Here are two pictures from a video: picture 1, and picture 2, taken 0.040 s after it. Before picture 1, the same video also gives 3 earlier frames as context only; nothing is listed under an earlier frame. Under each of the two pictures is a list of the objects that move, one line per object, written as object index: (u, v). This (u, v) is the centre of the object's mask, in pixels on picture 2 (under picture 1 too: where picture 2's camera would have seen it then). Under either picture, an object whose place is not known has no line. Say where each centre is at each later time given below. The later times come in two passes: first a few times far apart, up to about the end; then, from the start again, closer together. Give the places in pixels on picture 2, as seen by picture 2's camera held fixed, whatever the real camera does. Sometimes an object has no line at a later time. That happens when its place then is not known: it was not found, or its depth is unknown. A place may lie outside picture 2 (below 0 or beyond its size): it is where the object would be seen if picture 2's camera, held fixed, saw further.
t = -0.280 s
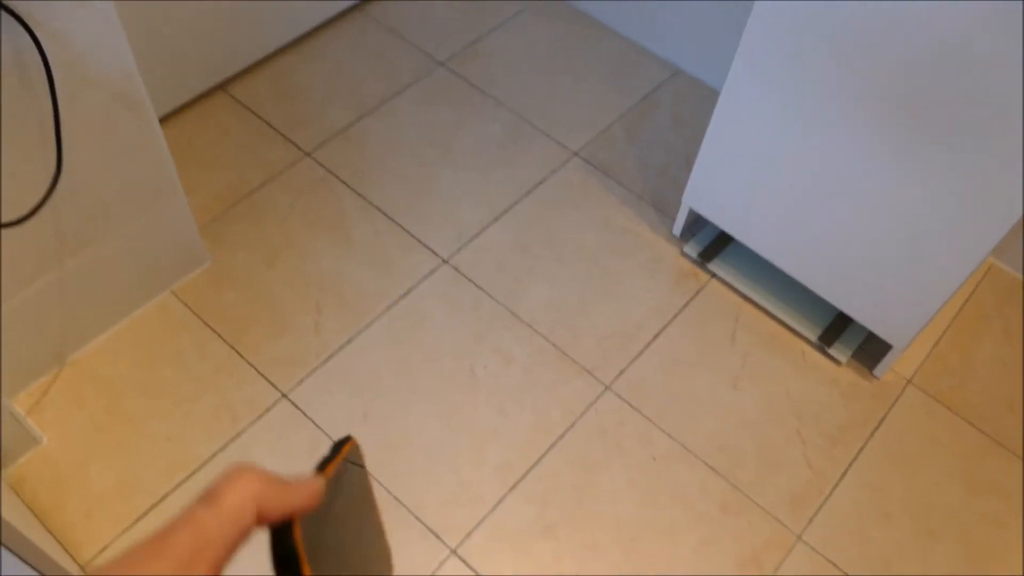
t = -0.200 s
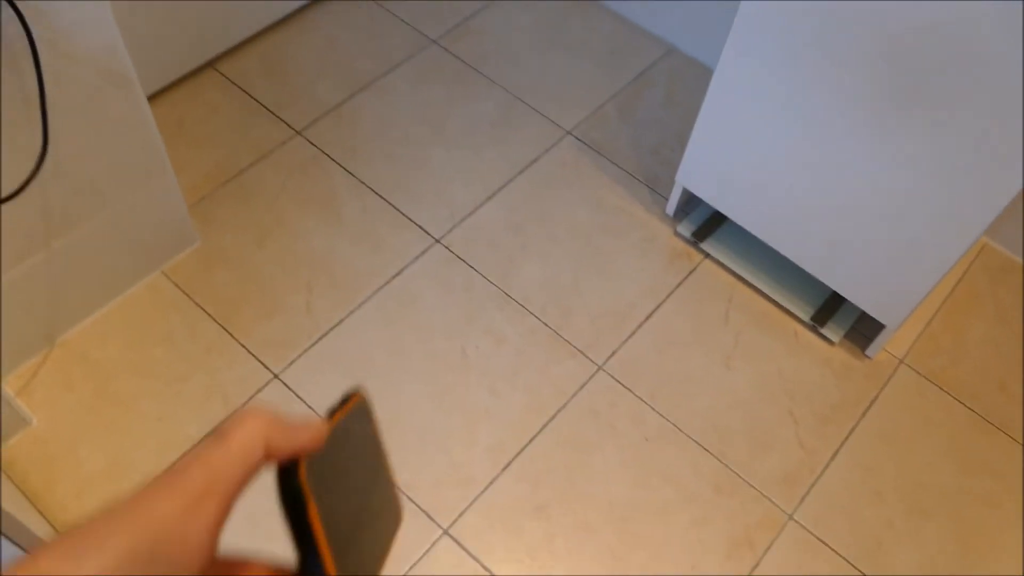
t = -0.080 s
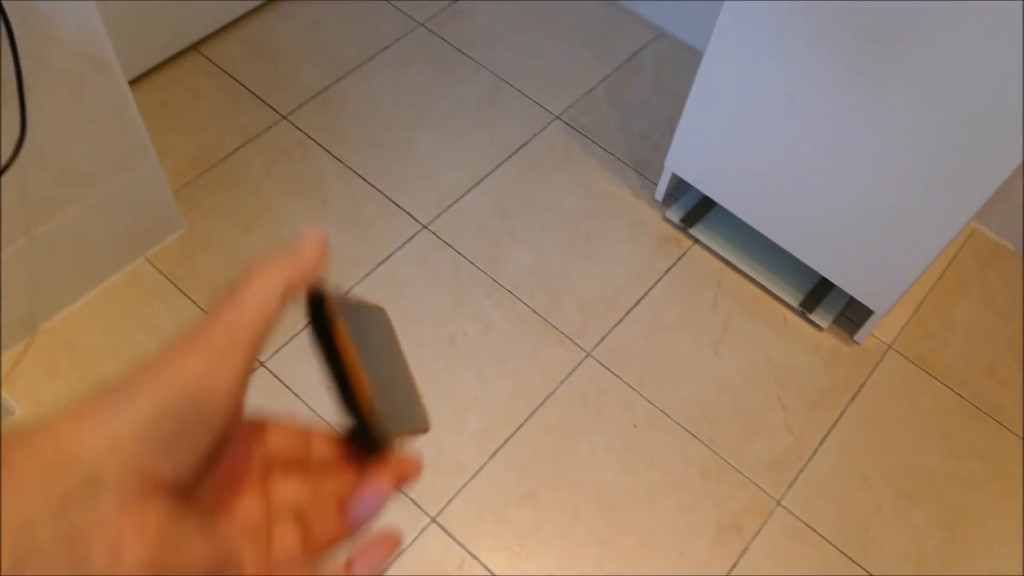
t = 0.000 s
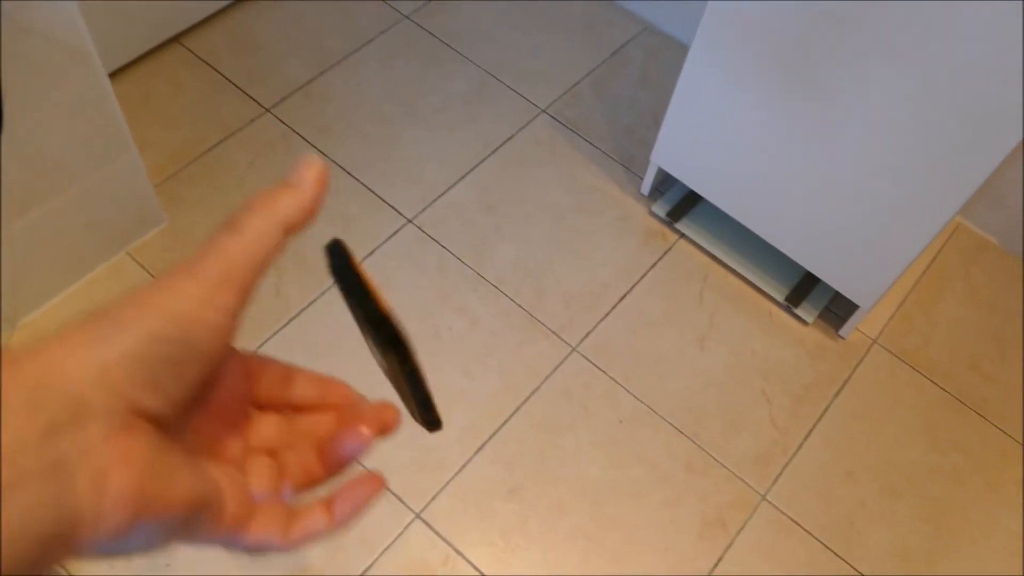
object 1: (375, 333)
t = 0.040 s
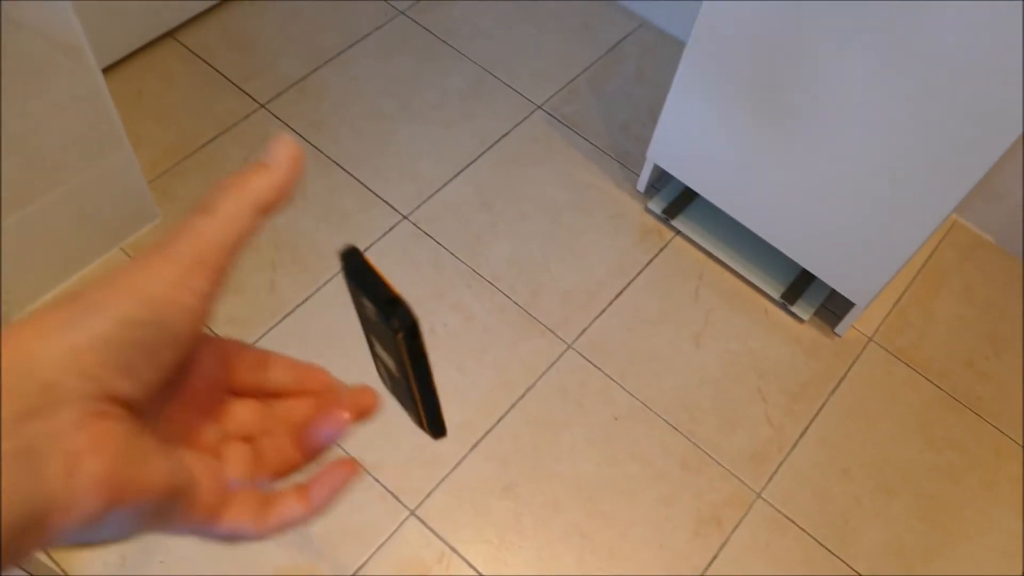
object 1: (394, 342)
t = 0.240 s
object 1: (431, 459)
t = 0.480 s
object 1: (563, 271)
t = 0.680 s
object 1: (624, 221)
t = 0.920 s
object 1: (621, 225)
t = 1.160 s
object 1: (621, 225)
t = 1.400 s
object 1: (621, 225)
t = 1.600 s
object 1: (621, 225)
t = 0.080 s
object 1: (406, 360)
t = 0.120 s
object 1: (417, 384)
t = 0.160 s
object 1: (423, 409)
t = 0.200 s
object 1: (428, 434)
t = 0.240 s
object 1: (431, 459)
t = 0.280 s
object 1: (447, 444)
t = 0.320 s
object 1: (469, 398)
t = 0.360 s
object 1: (495, 354)
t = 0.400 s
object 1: (520, 319)
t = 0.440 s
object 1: (544, 291)
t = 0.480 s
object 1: (563, 271)
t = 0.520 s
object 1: (579, 256)
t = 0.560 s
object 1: (594, 245)
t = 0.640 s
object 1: (617, 225)
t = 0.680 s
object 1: (624, 221)
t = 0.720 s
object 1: (628, 220)
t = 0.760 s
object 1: (624, 223)
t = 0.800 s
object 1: (621, 224)
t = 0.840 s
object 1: (621, 223)
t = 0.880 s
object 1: (621, 225)
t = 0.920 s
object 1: (621, 225)
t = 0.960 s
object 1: (621, 225)
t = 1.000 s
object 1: (621, 225)
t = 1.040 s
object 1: (621, 225)
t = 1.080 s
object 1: (621, 225)
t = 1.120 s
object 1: (621, 226)
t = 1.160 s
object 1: (621, 225)
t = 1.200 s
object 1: (621, 225)
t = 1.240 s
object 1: (621, 225)
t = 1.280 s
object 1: (621, 225)
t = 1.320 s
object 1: (621, 225)
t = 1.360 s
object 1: (621, 225)
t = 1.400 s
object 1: (621, 225)
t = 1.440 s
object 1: (621, 225)
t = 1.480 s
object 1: (621, 225)
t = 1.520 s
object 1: (621, 225)
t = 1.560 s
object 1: (621, 225)
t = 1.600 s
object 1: (621, 225)
